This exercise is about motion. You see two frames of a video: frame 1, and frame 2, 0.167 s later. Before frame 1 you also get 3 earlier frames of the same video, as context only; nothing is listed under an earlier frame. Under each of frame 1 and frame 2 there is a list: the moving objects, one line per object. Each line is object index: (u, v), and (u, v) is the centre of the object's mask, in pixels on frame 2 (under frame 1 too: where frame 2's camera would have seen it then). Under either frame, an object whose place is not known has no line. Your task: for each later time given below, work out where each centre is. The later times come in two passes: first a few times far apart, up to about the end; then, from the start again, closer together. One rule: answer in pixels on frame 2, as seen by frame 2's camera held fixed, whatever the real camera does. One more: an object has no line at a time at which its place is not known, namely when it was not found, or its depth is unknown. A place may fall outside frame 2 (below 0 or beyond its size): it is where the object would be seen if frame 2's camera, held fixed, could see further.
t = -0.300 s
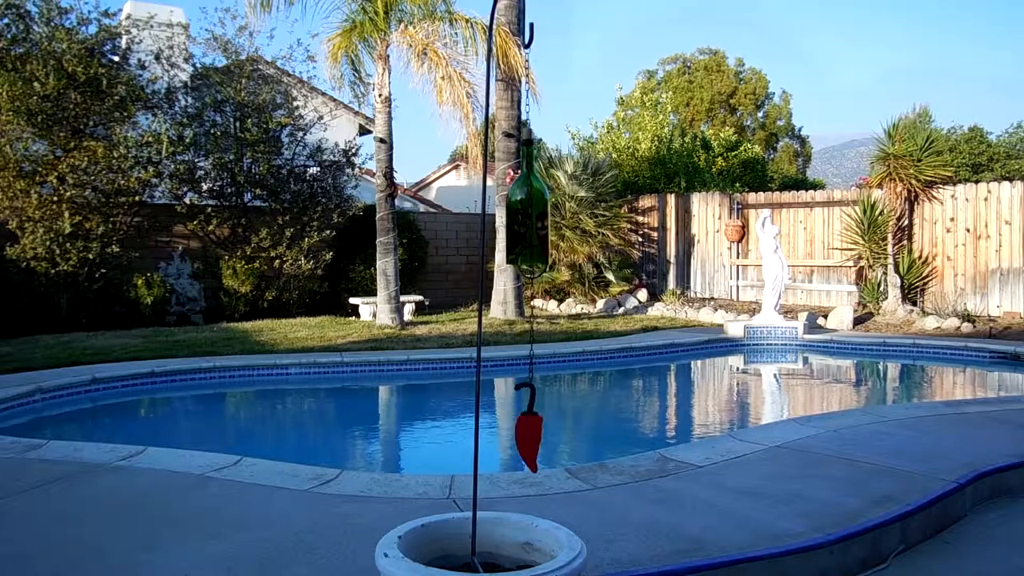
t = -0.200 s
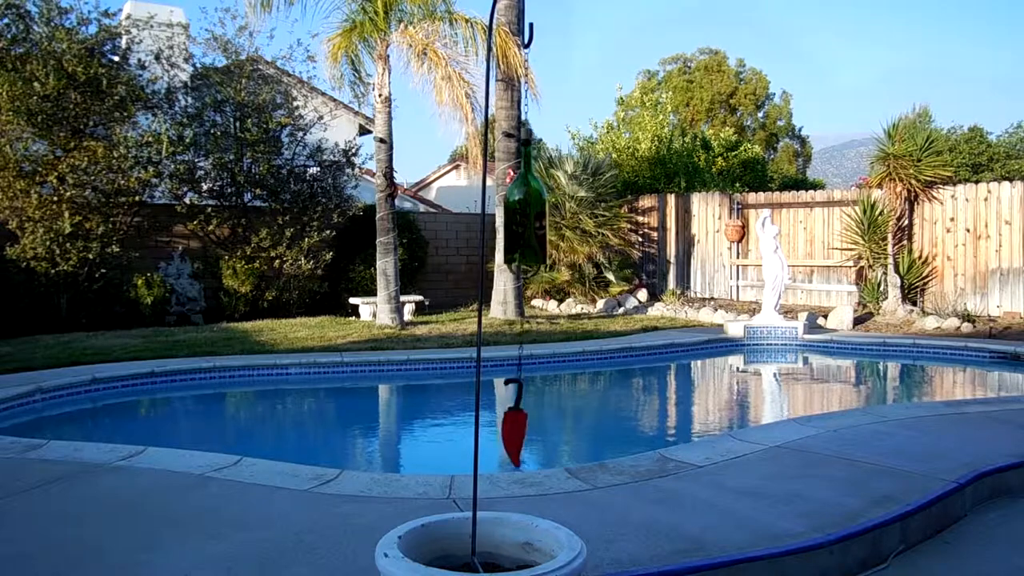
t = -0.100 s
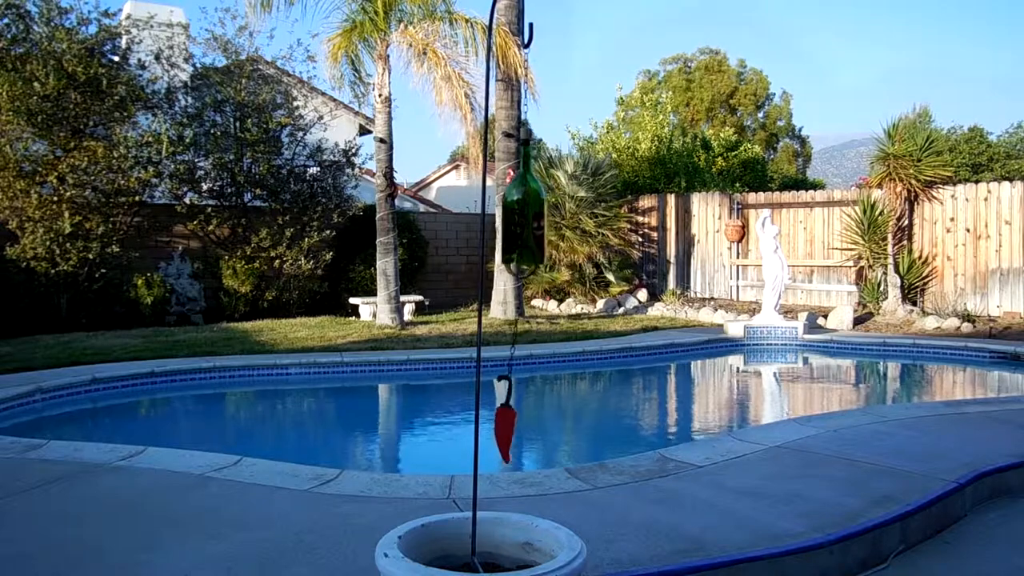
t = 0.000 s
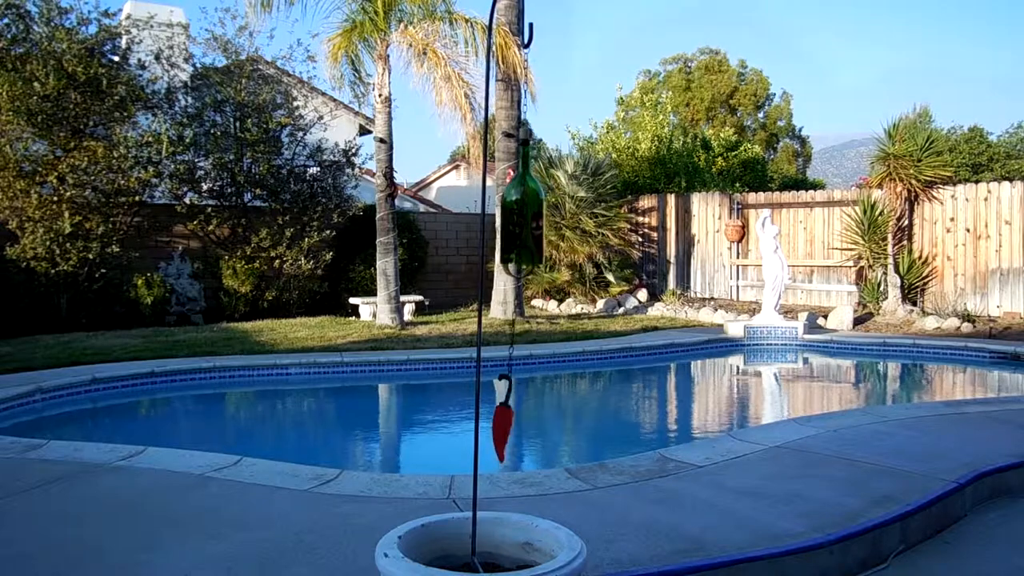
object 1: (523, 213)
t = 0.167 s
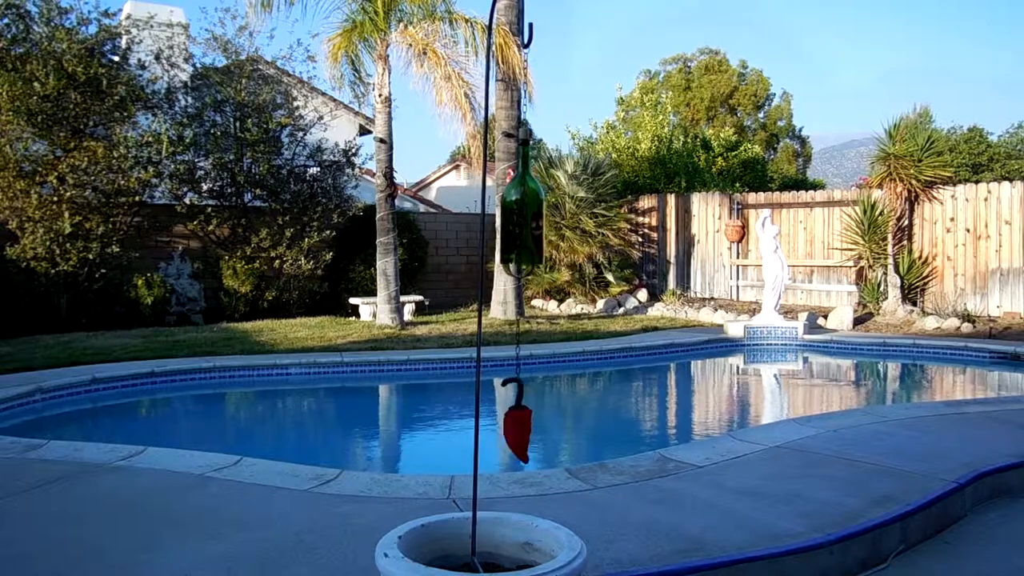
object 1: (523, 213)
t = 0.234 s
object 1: (523, 213)
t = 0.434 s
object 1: (528, 214)
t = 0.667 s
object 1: (535, 212)
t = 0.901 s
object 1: (534, 213)
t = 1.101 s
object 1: (529, 213)
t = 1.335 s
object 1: (524, 214)
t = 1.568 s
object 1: (523, 214)
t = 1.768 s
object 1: (528, 213)
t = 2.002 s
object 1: (536, 213)
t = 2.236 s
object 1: (538, 212)
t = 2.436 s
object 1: (534, 213)
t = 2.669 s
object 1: (522, 213)
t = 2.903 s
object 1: (518, 213)
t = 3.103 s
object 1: (523, 213)
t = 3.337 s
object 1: (534, 212)
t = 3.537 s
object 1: (540, 211)
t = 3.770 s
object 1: (537, 212)
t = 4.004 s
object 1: (526, 214)
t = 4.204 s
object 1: (519, 213)
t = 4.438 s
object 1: (520, 212)
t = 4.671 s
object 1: (527, 213)
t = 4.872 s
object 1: (533, 212)
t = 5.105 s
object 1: (535, 212)
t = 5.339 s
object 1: (530, 212)
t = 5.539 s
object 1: (526, 213)
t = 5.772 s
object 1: (523, 212)
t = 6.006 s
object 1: (523, 212)
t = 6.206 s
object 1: (526, 212)
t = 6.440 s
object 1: (529, 212)
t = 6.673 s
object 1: (532, 212)
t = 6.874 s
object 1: (531, 212)
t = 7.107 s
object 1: (527, 213)
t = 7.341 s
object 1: (523, 214)
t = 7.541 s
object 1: (522, 213)
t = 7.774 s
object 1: (526, 213)
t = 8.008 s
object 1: (532, 212)
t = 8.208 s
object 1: (534, 212)
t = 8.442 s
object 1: (531, 213)
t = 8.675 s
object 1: (523, 213)
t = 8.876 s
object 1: (519, 213)
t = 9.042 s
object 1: (521, 213)
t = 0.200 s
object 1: (523, 213)
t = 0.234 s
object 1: (523, 213)
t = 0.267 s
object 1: (524, 213)
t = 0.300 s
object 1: (525, 213)
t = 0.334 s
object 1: (525, 214)
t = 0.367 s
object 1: (526, 214)
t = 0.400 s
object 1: (527, 213)
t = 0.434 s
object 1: (528, 214)
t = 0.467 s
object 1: (529, 213)
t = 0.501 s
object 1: (530, 213)
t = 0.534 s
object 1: (532, 213)
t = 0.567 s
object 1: (533, 213)
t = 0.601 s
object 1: (533, 213)
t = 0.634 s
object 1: (534, 212)
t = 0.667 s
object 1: (535, 212)
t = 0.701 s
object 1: (535, 212)
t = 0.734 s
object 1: (535, 212)
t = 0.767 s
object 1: (535, 212)
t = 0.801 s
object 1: (535, 213)
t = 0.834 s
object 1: (535, 213)
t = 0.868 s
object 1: (535, 212)
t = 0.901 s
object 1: (534, 213)
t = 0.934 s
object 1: (534, 213)
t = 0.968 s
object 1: (533, 213)
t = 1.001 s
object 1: (532, 213)
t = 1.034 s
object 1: (531, 212)
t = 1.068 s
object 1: (530, 213)
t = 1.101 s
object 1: (529, 213)
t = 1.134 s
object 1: (528, 213)
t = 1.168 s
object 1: (527, 213)
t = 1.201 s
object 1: (526, 213)
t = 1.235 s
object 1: (526, 214)
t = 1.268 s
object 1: (525, 214)
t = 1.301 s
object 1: (524, 214)
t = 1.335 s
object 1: (524, 214)
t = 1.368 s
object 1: (523, 214)
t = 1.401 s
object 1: (523, 213)
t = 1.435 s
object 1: (523, 214)
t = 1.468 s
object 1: (523, 213)
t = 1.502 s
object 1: (523, 213)
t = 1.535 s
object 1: (523, 214)
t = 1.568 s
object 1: (523, 214)
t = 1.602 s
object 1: (524, 214)
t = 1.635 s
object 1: (525, 214)
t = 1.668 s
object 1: (525, 214)
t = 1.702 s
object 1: (526, 214)
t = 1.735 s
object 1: (527, 213)
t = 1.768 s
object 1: (528, 213)
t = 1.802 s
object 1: (529, 213)
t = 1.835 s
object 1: (530, 213)
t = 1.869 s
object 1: (531, 213)
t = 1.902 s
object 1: (533, 213)
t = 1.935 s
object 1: (534, 213)
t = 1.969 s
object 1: (535, 213)
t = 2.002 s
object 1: (536, 213)
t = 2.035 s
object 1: (537, 213)
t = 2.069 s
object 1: (538, 212)
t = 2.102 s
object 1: (538, 212)
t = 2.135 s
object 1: (538, 212)
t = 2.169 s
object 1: (538, 213)
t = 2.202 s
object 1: (538, 212)
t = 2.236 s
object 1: (538, 212)
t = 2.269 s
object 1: (538, 212)
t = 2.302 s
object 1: (538, 212)
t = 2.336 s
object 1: (537, 213)
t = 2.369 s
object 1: (536, 213)
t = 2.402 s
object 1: (535, 213)
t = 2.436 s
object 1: (534, 213)
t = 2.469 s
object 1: (532, 213)
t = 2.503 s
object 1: (530, 213)
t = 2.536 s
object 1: (528, 213)
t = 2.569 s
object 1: (526, 214)
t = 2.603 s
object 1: (525, 213)
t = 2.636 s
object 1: (523, 213)
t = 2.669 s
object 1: (522, 213)
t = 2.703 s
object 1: (521, 213)
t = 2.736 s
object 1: (520, 214)
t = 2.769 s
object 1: (519, 214)
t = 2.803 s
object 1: (519, 213)
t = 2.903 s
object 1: (518, 213)
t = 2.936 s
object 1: (518, 213)
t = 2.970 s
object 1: (519, 213)
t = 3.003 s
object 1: (520, 213)
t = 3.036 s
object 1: (521, 213)
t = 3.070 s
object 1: (522, 213)
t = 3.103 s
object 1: (523, 213)
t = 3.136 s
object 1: (525, 213)
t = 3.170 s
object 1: (527, 214)
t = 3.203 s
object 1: (528, 213)
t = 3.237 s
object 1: (530, 212)
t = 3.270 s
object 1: (532, 212)
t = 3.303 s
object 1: (533, 213)
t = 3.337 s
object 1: (534, 212)
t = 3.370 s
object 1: (536, 212)
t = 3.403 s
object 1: (537, 212)
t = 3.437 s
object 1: (538, 212)
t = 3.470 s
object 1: (539, 212)
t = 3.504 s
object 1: (539, 212)
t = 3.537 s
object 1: (540, 211)
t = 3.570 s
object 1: (540, 211)
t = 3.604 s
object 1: (540, 211)
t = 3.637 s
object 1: (540, 212)
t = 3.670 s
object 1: (539, 211)
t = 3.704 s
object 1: (539, 212)
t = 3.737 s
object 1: (538, 211)
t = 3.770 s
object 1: (537, 212)
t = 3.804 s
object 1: (536, 212)
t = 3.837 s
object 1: (535, 212)
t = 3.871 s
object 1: (533, 212)
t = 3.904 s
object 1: (532, 213)
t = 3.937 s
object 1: (530, 213)
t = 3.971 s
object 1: (528, 213)
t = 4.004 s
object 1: (526, 214)
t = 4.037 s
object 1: (525, 214)
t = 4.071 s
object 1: (523, 213)
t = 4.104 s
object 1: (522, 214)
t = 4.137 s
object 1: (521, 213)
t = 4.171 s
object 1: (520, 212)
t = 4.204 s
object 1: (519, 213)
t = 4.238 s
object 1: (519, 213)
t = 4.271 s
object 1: (518, 213)
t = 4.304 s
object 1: (518, 213)
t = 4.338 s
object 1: (518, 213)
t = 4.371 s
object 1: (518, 213)
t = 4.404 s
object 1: (519, 213)
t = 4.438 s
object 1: (520, 212)
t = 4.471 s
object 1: (520, 212)
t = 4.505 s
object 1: (521, 212)
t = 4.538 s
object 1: (522, 212)
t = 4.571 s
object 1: (523, 213)
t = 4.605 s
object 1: (525, 213)
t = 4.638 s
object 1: (526, 213)
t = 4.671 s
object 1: (527, 213)
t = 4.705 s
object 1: (528, 212)
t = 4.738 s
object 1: (529, 212)
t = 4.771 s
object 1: (530, 211)
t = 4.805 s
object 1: (532, 212)
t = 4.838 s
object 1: (533, 212)
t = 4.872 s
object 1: (533, 212)
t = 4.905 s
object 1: (534, 212)
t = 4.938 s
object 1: (534, 212)
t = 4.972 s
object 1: (535, 212)
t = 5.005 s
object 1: (535, 212)
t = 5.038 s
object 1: (535, 212)
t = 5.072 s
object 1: (535, 212)
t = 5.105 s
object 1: (535, 212)
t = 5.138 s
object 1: (534, 212)
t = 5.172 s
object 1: (534, 212)
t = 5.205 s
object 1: (534, 212)
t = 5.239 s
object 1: (533, 212)
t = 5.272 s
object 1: (532, 213)
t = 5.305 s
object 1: (531, 213)
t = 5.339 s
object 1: (530, 212)
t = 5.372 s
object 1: (530, 212)
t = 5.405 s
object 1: (529, 212)
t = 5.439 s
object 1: (528, 213)
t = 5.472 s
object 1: (527, 213)
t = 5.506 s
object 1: (526, 213)
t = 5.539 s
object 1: (526, 213)
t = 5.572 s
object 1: (525, 213)
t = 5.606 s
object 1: (525, 213)
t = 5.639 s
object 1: (524, 213)
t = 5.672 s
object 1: (524, 213)
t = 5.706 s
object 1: (523, 213)
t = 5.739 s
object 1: (523, 212)
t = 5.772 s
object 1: (523, 212)
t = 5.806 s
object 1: (523, 212)
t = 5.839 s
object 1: (523, 212)
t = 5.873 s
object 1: (523, 212)
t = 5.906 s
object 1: (523, 212)
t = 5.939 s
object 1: (523, 212)
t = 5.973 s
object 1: (523, 213)
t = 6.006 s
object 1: (523, 212)
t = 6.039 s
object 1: (524, 212)
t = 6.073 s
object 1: (524, 212)
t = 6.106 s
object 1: (524, 213)
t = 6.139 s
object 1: (525, 213)
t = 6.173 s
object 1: (525, 213)
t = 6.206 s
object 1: (526, 212)
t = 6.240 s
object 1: (526, 212)
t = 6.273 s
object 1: (527, 213)
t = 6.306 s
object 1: (527, 212)
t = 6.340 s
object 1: (528, 212)
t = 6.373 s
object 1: (528, 212)
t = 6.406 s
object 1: (529, 212)
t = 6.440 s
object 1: (529, 212)
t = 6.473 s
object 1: (530, 211)
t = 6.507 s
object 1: (530, 212)
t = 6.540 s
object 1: (531, 212)
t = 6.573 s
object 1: (531, 212)
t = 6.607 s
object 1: (531, 212)
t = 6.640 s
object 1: (532, 212)
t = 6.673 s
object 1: (532, 212)
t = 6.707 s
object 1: (532, 212)
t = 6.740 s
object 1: (532, 212)
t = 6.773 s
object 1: (532, 212)
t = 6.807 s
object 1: (532, 212)
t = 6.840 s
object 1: (531, 212)
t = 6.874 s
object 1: (531, 212)
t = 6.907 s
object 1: (531, 212)
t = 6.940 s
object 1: (530, 213)
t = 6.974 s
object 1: (530, 213)
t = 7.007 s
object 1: (529, 213)
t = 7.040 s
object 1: (529, 213)
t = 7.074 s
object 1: (528, 212)
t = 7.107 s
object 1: (527, 213)
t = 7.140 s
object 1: (527, 213)
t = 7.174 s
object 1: (526, 213)
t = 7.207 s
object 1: (526, 214)
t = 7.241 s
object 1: (525, 213)
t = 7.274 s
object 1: (524, 214)
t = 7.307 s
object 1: (524, 213)
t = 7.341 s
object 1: (523, 214)
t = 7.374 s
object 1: (523, 213)
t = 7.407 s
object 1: (522, 213)
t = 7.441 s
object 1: (522, 213)
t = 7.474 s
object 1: (522, 213)
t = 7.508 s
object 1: (522, 213)
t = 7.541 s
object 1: (522, 213)
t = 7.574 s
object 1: (522, 213)
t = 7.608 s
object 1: (523, 213)
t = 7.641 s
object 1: (523, 213)
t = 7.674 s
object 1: (524, 214)
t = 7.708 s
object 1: (524, 213)
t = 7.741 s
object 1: (525, 213)
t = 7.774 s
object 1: (526, 213)
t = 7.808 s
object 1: (527, 213)
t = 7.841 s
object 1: (528, 213)
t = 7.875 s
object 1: (529, 212)
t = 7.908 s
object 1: (529, 212)
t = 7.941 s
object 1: (531, 212)
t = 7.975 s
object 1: (531, 212)
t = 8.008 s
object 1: (532, 212)
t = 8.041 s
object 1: (533, 213)
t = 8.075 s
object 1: (534, 212)
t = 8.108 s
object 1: (534, 212)
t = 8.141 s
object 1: (534, 212)
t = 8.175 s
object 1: (534, 212)
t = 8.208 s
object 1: (534, 212)
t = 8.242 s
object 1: (535, 212)
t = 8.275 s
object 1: (534, 212)
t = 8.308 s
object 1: (534, 212)
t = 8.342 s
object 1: (534, 212)
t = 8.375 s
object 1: (533, 213)
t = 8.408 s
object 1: (532, 213)
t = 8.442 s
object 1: (531, 213)
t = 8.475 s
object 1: (530, 213)
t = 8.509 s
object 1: (528, 213)
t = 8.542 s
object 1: (527, 213)
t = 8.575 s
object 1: (526, 213)
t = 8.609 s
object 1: (525, 213)
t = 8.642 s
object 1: (524, 213)
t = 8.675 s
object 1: (523, 213)
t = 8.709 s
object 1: (521, 213)
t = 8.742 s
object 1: (521, 213)
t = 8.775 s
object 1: (520, 213)
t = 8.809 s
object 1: (520, 213)
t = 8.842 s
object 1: (519, 213)
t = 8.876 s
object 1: (519, 213)
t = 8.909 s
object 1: (519, 212)
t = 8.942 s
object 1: (520, 213)
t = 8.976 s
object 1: (520, 213)
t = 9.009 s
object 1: (520, 213)
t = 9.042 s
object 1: (521, 213)
